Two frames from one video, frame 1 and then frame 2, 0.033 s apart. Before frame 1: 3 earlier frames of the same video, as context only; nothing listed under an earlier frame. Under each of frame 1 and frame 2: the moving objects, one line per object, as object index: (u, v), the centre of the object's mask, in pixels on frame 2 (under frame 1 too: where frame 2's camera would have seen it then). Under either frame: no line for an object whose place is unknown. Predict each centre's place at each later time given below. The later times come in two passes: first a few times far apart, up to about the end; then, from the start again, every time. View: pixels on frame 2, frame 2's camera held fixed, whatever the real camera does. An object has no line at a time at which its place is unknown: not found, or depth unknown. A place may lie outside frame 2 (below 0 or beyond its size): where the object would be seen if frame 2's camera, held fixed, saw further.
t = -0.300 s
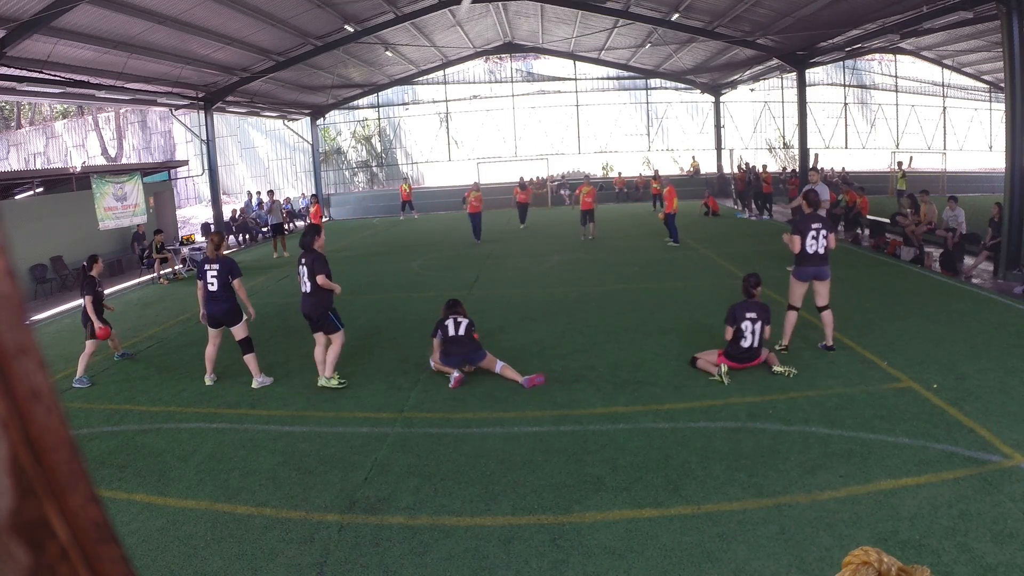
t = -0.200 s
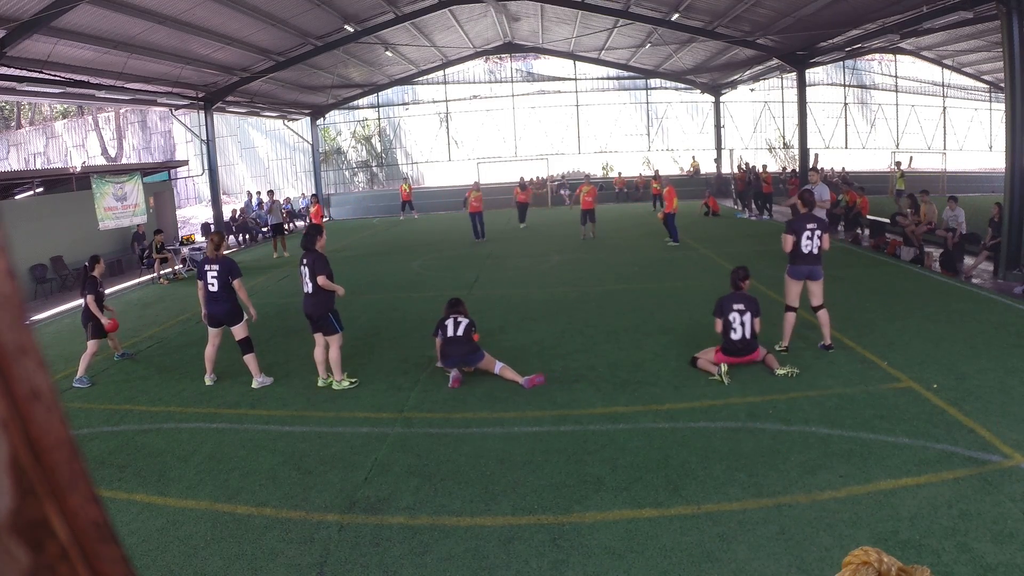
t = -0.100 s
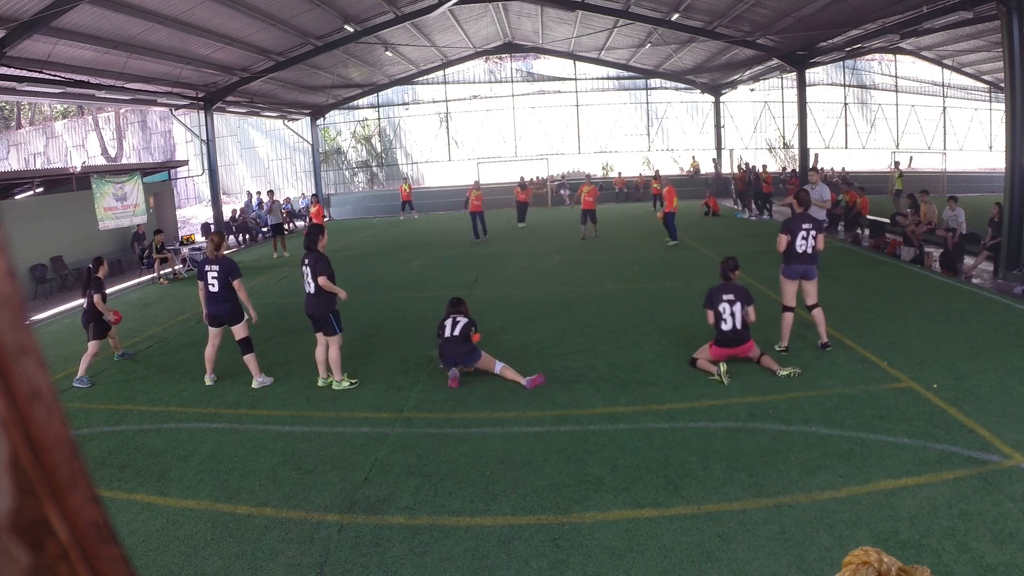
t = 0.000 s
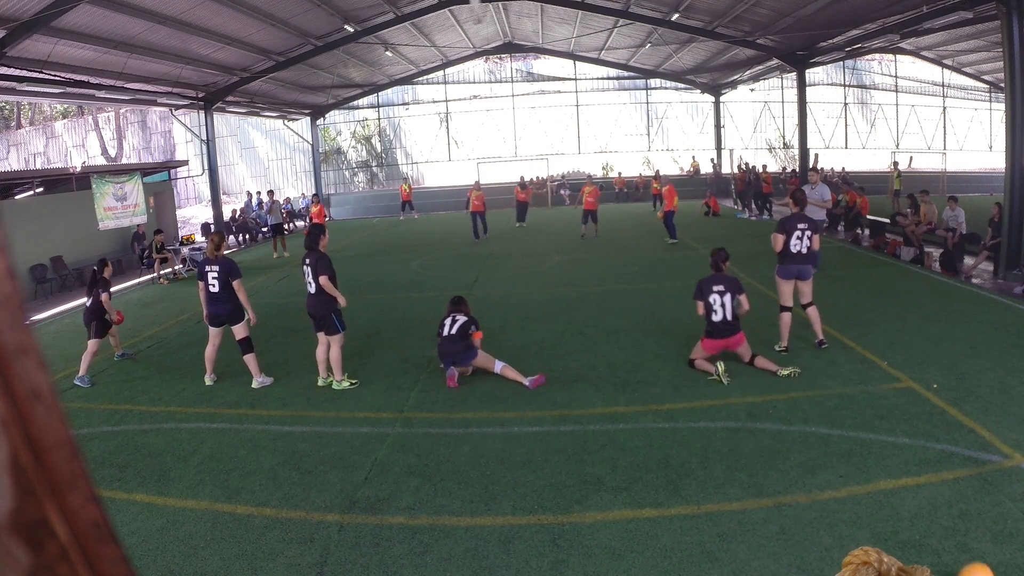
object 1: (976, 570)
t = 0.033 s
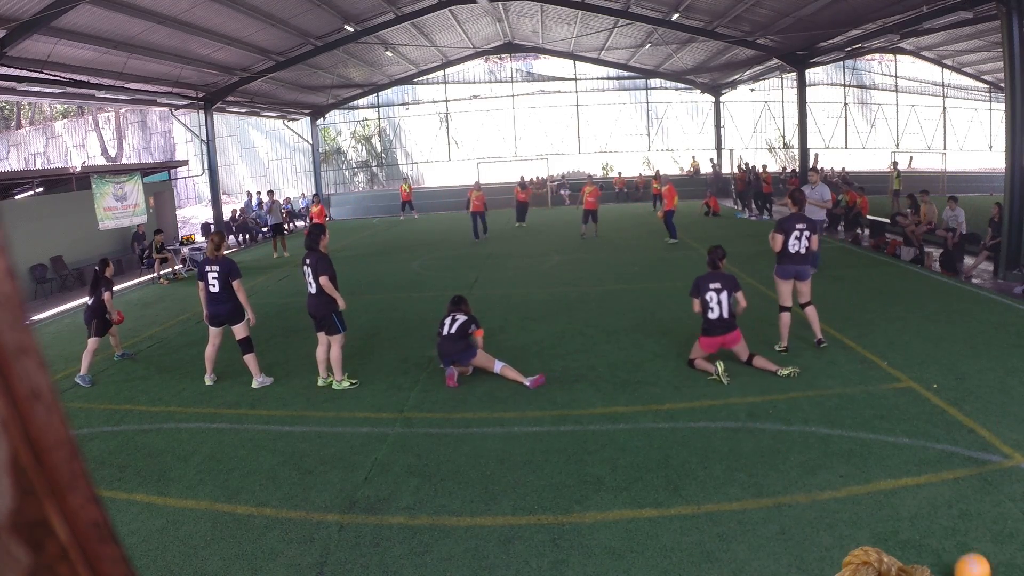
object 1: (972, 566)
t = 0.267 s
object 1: (949, 521)
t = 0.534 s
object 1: (929, 477)
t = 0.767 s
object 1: (915, 449)
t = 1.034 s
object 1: (902, 425)
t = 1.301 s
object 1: (892, 407)
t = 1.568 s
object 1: (884, 393)
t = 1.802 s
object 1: (880, 383)
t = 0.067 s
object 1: (968, 562)
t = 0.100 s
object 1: (964, 557)
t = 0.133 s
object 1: (961, 549)
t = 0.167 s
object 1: (958, 541)
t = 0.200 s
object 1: (955, 535)
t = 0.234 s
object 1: (951, 528)
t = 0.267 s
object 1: (949, 521)
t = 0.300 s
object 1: (946, 516)
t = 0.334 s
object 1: (944, 509)
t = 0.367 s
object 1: (941, 503)
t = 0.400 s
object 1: (938, 498)
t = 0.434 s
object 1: (936, 492)
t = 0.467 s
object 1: (933, 487)
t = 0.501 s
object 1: (931, 483)
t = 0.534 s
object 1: (929, 477)
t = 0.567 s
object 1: (927, 473)
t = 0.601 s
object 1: (925, 469)
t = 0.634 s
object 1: (923, 464)
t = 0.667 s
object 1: (920, 461)
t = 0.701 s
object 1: (918, 457)
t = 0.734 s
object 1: (916, 453)
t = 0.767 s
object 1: (915, 449)
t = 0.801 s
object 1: (913, 446)
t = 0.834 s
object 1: (911, 443)
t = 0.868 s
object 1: (909, 440)
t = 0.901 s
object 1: (908, 436)
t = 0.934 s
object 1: (907, 433)
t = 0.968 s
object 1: (905, 431)
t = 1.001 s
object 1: (904, 428)
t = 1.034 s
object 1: (902, 425)
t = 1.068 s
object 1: (901, 423)
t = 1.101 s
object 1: (899, 420)
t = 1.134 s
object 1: (898, 417)
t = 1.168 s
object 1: (897, 415)
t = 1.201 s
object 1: (895, 414)
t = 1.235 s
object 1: (894, 411)
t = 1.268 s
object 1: (893, 409)
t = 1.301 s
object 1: (892, 407)
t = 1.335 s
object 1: (891, 405)
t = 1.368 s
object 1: (889, 403)
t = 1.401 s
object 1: (888, 402)
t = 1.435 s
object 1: (887, 400)
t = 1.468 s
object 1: (886, 398)
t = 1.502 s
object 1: (885, 397)
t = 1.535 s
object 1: (885, 395)
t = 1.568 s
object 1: (884, 393)
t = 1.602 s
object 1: (883, 391)
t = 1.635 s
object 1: (882, 390)
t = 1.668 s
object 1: (882, 389)
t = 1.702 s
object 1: (881, 387)
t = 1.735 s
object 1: (881, 386)
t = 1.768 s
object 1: (880, 385)
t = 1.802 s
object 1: (880, 383)
